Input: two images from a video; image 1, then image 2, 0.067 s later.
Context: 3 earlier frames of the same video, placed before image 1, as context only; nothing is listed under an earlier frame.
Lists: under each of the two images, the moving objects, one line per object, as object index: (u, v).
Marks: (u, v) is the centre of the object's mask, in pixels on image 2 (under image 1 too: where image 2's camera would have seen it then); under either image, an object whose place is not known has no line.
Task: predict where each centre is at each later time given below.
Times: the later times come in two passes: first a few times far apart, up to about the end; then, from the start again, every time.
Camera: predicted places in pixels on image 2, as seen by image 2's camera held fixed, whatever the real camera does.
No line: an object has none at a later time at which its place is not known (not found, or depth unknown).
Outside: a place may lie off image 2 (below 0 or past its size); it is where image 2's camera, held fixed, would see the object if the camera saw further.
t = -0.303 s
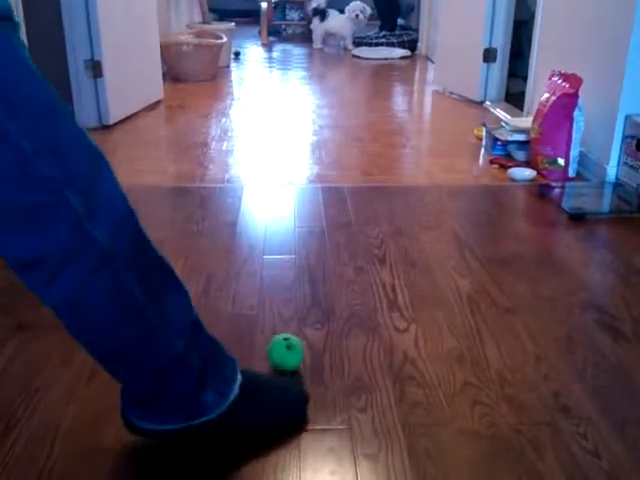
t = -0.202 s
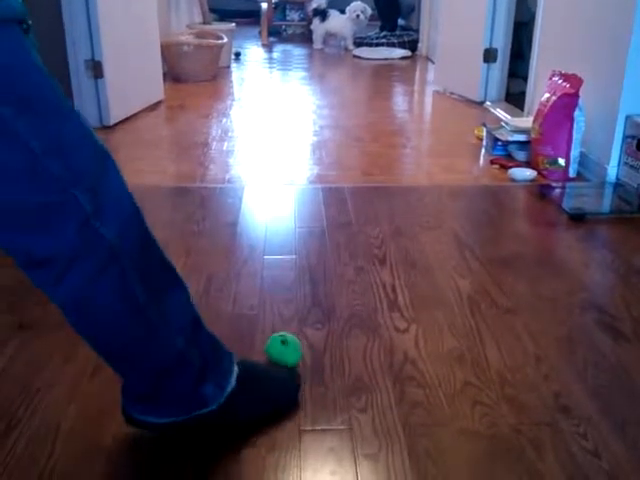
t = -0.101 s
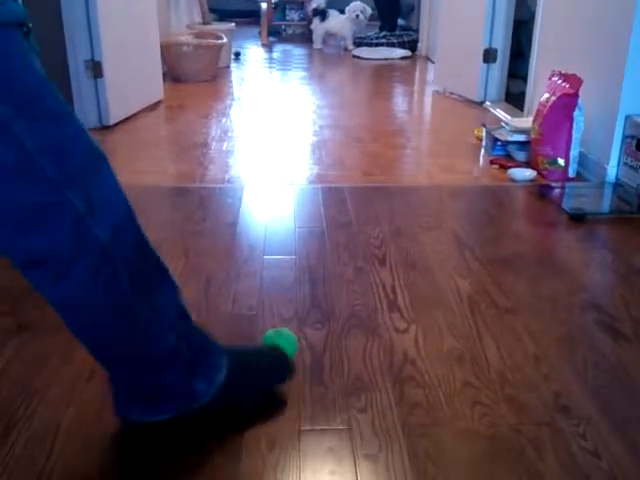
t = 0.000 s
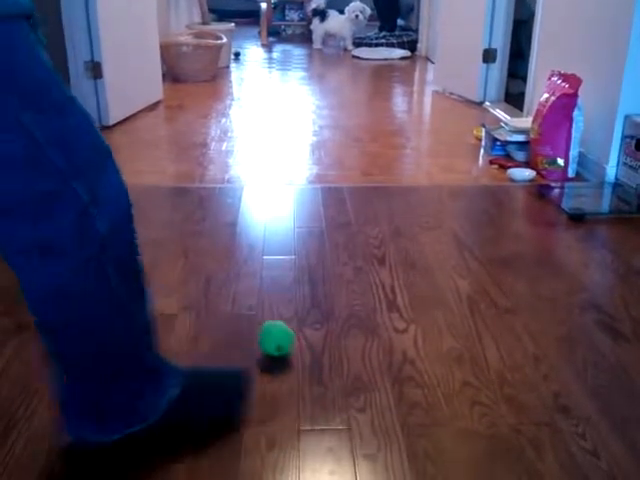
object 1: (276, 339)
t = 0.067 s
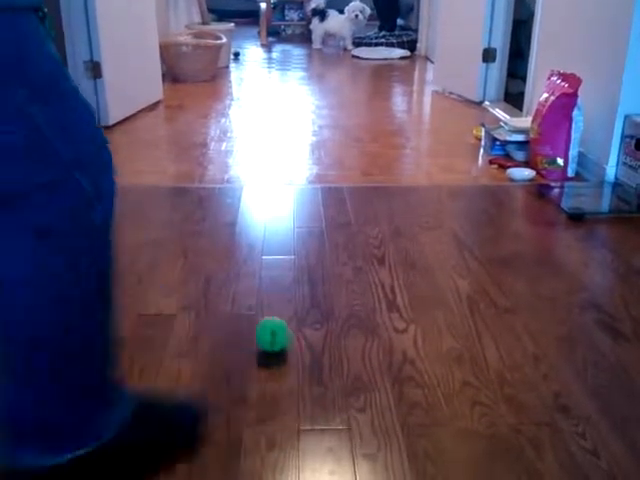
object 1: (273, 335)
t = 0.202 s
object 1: (267, 326)
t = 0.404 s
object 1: (261, 318)
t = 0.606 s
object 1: (257, 309)
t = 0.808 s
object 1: (249, 304)
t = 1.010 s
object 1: (236, 300)
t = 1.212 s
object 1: (227, 297)
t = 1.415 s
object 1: (221, 295)
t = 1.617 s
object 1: (220, 293)
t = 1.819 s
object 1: (221, 292)
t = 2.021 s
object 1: (221, 292)
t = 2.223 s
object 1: (221, 293)
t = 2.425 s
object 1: (221, 293)
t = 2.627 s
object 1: (221, 293)
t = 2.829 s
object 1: (221, 293)
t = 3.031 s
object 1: (221, 293)
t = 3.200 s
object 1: (221, 293)
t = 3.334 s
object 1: (221, 293)
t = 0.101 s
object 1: (271, 332)
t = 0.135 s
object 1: (269, 330)
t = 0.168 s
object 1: (268, 328)
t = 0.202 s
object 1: (267, 326)
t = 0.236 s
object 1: (266, 324)
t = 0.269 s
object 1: (264, 323)
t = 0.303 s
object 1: (264, 322)
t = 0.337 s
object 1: (262, 319)
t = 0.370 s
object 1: (262, 318)
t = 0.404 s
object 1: (261, 318)
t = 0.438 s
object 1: (260, 315)
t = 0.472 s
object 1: (260, 314)
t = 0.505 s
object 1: (260, 313)
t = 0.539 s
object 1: (260, 312)
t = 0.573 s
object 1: (259, 311)
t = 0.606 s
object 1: (257, 309)
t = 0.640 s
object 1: (257, 309)
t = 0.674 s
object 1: (255, 308)
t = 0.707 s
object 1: (254, 307)
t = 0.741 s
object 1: (253, 306)
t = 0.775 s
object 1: (250, 305)
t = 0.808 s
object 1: (249, 304)
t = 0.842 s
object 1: (247, 304)
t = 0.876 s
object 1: (246, 304)
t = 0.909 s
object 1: (243, 303)
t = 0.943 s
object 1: (240, 302)
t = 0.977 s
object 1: (238, 301)
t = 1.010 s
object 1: (236, 300)
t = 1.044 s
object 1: (234, 300)
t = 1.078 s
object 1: (232, 299)
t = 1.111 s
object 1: (230, 298)
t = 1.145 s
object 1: (228, 298)
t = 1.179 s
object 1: (227, 297)
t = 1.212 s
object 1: (227, 297)
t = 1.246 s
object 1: (226, 296)
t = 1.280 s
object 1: (225, 296)
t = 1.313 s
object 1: (224, 296)
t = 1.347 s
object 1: (224, 296)
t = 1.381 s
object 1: (223, 295)
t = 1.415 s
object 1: (221, 295)
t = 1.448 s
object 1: (221, 295)
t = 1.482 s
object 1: (220, 295)
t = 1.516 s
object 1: (219, 294)
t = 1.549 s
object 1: (219, 294)
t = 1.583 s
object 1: (220, 294)
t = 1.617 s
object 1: (220, 293)
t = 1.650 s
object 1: (220, 293)
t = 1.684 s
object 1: (221, 293)
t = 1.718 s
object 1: (221, 293)
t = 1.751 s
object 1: (221, 293)
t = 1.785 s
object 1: (221, 293)
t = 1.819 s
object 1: (221, 292)
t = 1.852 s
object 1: (221, 292)
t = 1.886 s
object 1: (221, 292)
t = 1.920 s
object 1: (221, 292)
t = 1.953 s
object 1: (221, 292)
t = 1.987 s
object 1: (221, 292)
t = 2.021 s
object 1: (221, 292)
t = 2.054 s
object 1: (221, 293)
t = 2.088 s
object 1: (221, 293)
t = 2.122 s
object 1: (221, 293)
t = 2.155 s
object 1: (221, 293)
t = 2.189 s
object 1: (221, 293)
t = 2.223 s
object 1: (221, 293)
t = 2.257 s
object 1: (221, 293)
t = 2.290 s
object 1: (221, 293)
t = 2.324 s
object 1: (221, 293)
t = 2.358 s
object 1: (221, 293)
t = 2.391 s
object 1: (221, 293)
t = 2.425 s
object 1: (221, 293)
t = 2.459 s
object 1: (221, 293)
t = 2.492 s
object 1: (221, 293)
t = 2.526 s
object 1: (221, 293)
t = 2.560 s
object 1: (221, 293)
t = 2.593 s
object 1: (221, 293)
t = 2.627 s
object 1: (221, 293)
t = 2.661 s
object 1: (221, 293)
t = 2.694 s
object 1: (221, 293)
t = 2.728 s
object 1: (221, 293)
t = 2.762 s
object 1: (221, 293)
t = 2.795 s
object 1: (221, 293)
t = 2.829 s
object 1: (221, 293)
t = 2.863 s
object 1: (221, 293)
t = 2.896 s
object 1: (221, 293)
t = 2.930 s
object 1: (221, 293)
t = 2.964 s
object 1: (221, 293)
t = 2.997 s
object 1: (221, 293)
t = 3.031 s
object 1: (221, 293)
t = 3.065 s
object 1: (221, 293)
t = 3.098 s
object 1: (221, 293)
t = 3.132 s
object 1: (221, 293)
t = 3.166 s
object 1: (221, 293)
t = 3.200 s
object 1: (221, 293)
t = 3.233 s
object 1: (221, 293)
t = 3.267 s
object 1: (221, 293)
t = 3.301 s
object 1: (221, 293)
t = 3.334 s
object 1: (221, 293)
